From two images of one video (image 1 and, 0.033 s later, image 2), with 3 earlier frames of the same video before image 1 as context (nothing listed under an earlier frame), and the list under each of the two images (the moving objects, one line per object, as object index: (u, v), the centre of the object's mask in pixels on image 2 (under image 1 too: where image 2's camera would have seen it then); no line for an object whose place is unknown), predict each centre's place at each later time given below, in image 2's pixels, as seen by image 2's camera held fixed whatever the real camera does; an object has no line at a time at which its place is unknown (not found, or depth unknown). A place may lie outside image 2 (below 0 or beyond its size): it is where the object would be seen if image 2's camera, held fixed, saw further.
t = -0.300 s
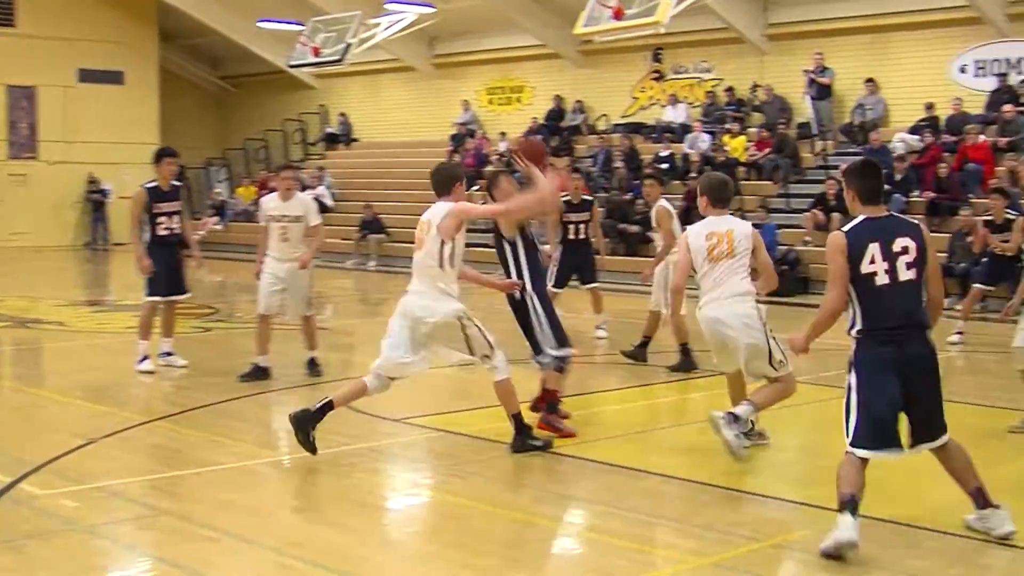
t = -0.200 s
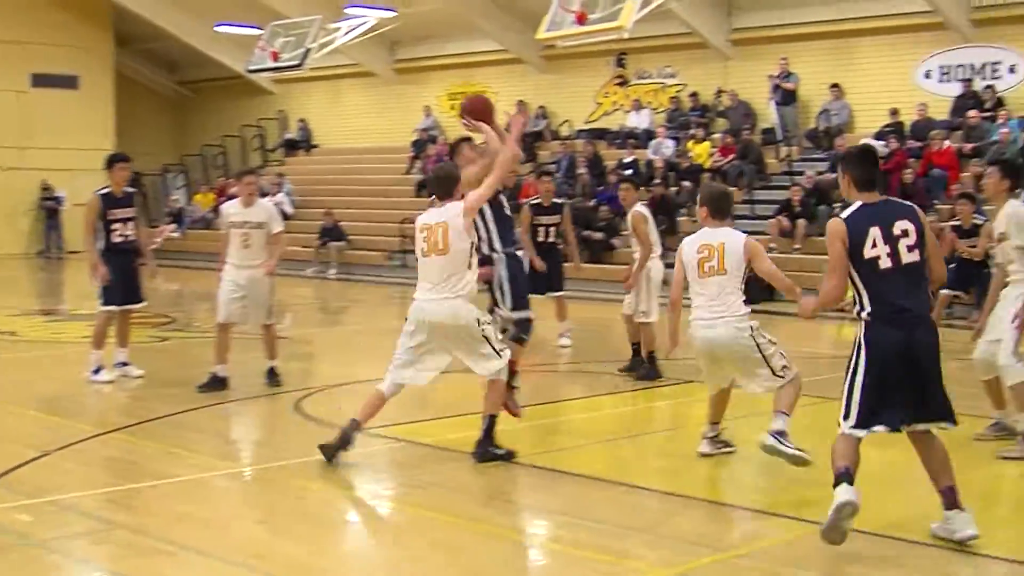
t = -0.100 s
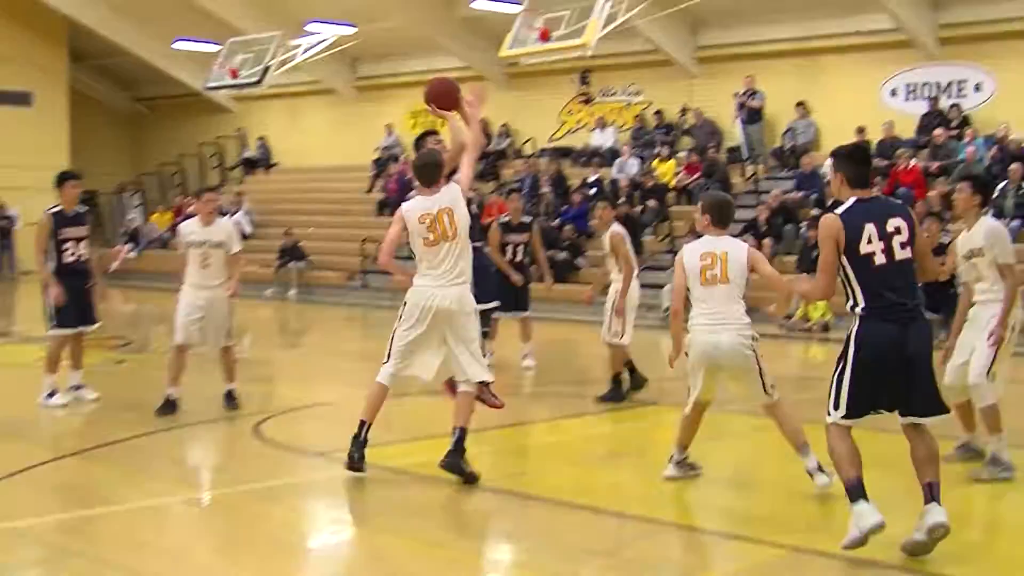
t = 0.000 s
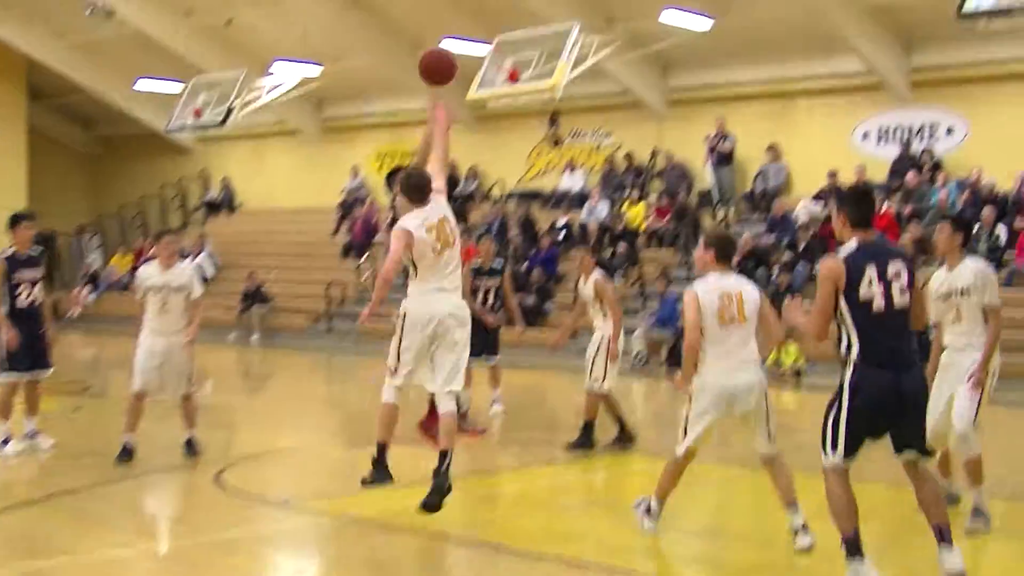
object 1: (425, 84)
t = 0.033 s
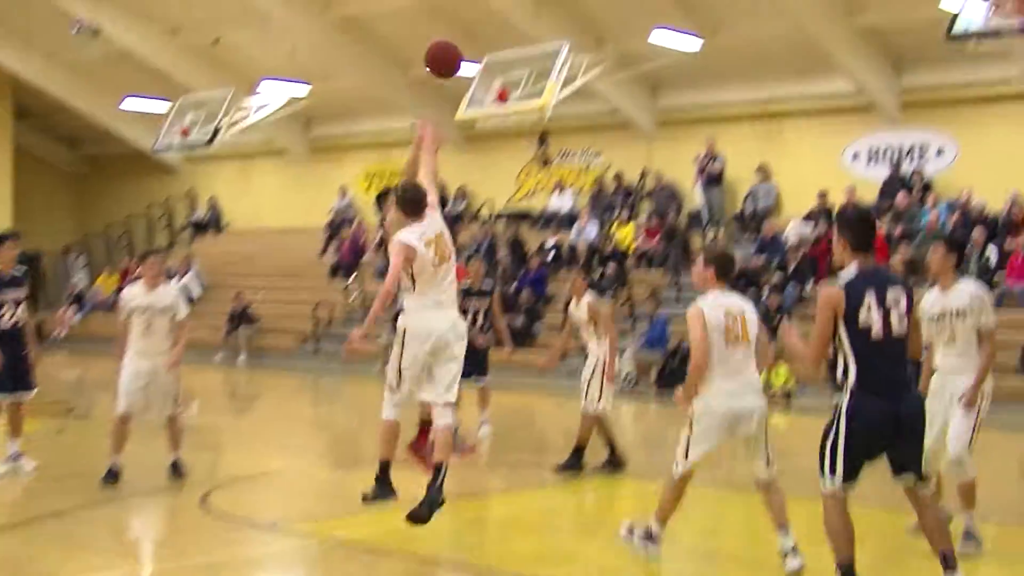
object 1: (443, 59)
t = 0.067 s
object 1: (462, 36)
